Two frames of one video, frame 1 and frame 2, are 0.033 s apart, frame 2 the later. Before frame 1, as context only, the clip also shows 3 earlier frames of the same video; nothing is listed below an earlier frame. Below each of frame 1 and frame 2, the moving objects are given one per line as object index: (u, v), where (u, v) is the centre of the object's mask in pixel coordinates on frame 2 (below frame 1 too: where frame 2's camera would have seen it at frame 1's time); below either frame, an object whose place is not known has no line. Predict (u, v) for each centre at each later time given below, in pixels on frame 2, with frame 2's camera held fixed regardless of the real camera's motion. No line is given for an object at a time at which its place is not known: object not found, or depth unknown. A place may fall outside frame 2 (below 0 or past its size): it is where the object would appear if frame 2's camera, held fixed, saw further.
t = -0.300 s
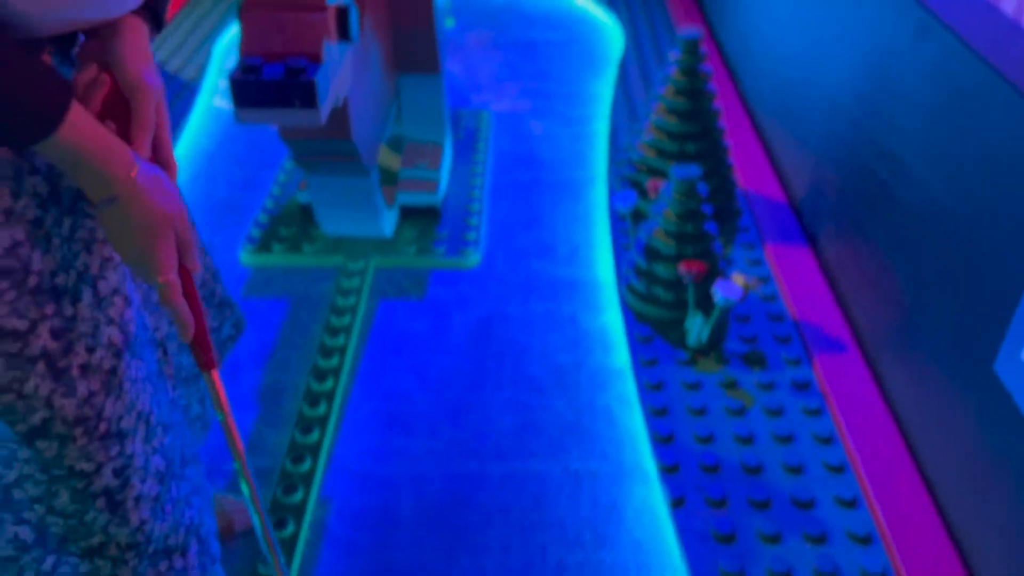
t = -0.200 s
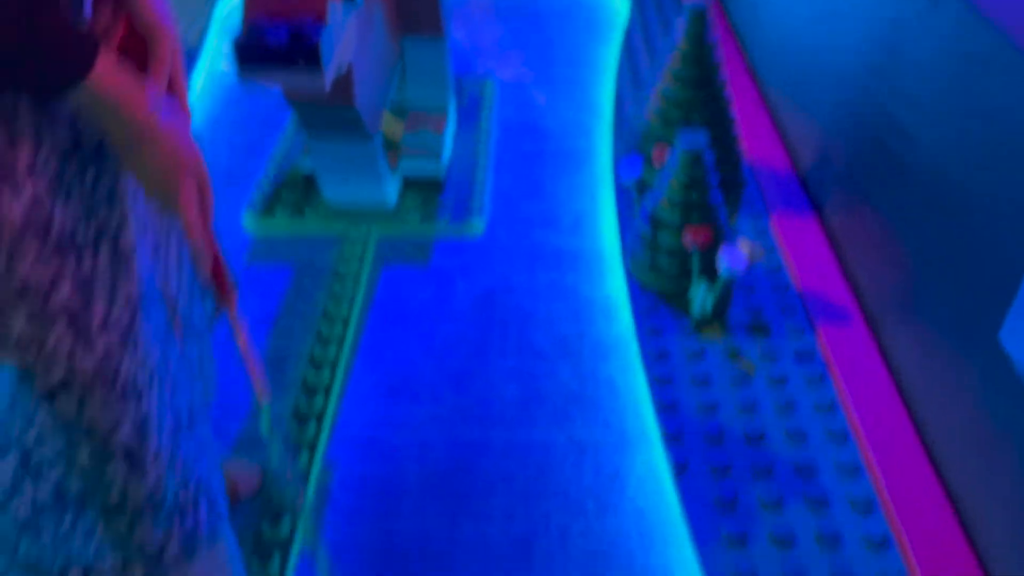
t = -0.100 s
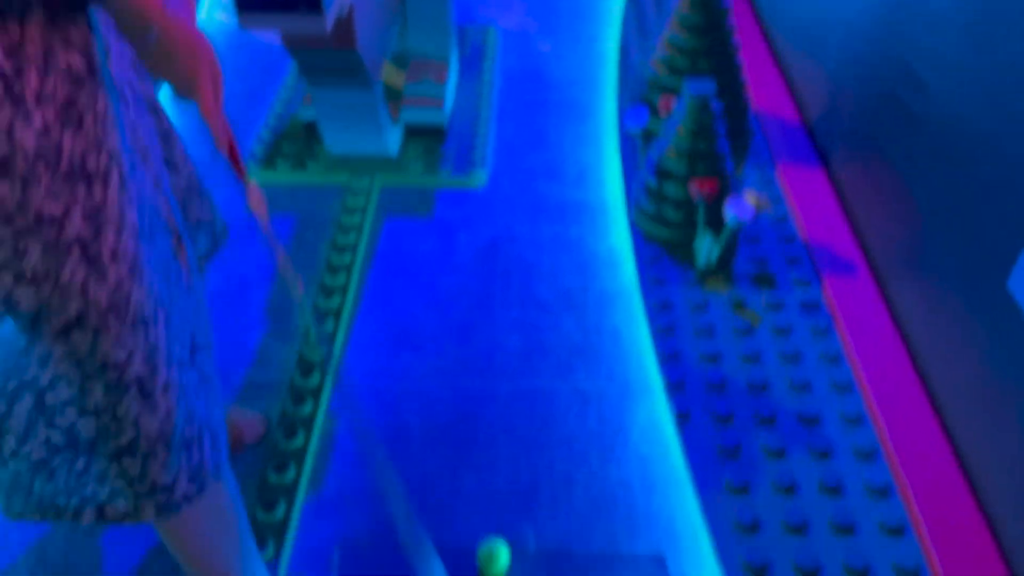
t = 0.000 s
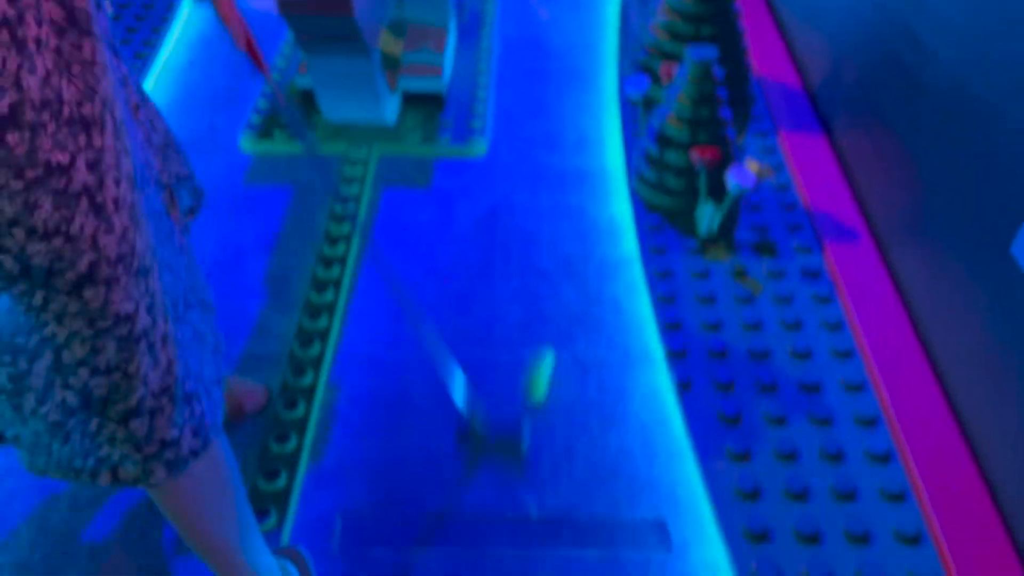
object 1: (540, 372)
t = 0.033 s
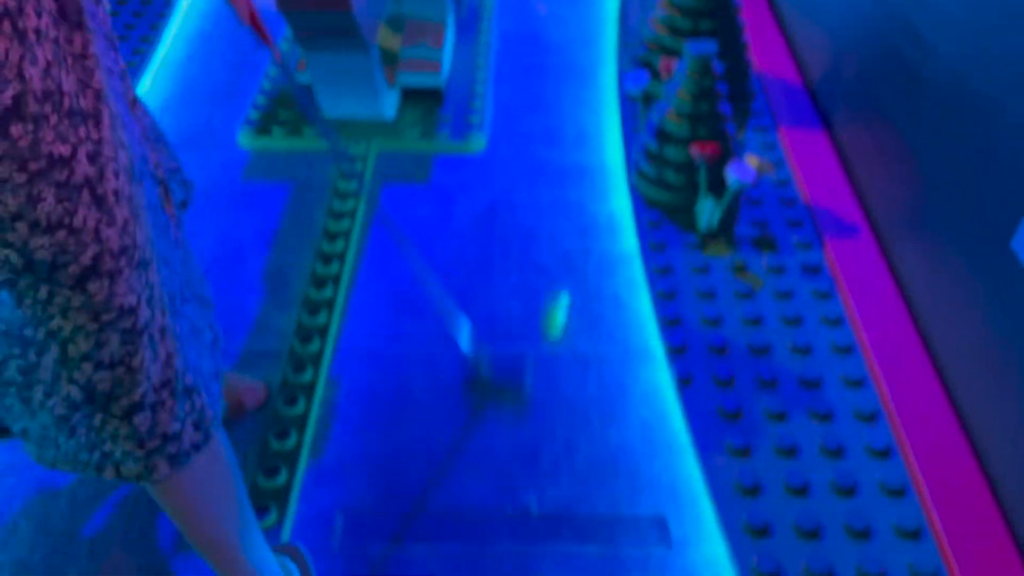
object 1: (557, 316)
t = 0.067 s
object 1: (570, 265)
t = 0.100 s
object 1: (582, 222)
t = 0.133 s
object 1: (591, 185)
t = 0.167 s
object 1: (604, 152)
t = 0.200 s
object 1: (607, 118)
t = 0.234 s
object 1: (600, 99)
